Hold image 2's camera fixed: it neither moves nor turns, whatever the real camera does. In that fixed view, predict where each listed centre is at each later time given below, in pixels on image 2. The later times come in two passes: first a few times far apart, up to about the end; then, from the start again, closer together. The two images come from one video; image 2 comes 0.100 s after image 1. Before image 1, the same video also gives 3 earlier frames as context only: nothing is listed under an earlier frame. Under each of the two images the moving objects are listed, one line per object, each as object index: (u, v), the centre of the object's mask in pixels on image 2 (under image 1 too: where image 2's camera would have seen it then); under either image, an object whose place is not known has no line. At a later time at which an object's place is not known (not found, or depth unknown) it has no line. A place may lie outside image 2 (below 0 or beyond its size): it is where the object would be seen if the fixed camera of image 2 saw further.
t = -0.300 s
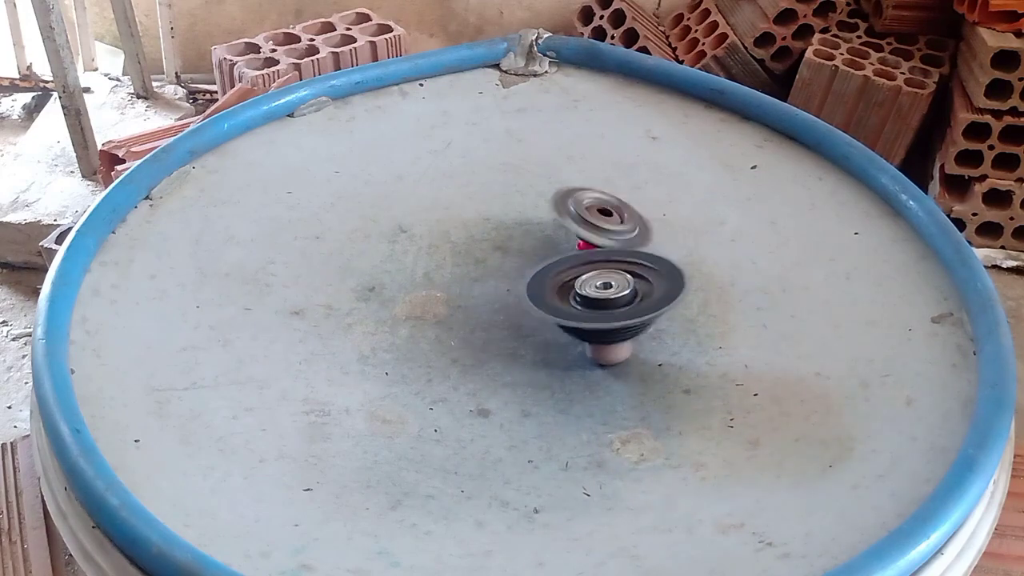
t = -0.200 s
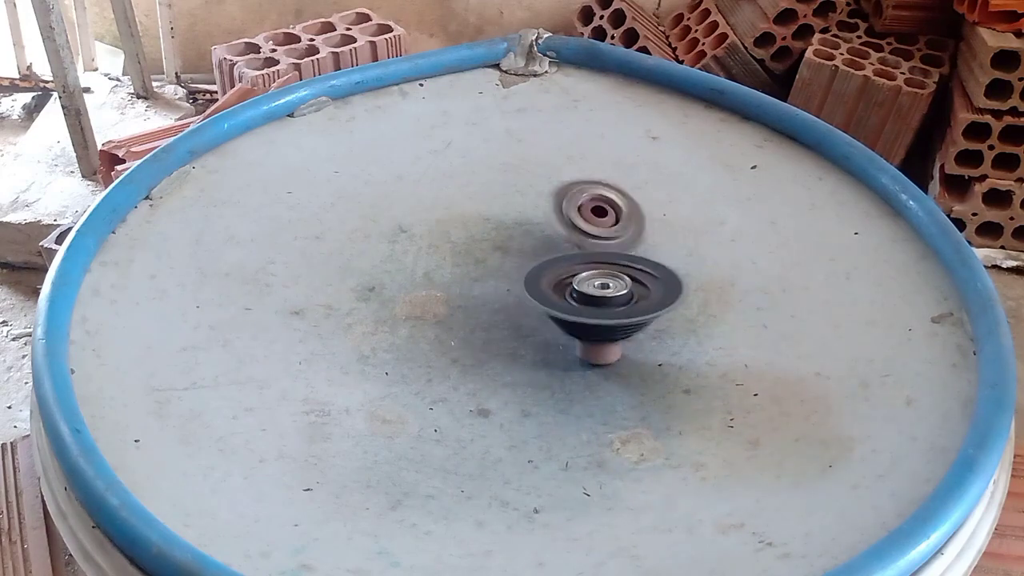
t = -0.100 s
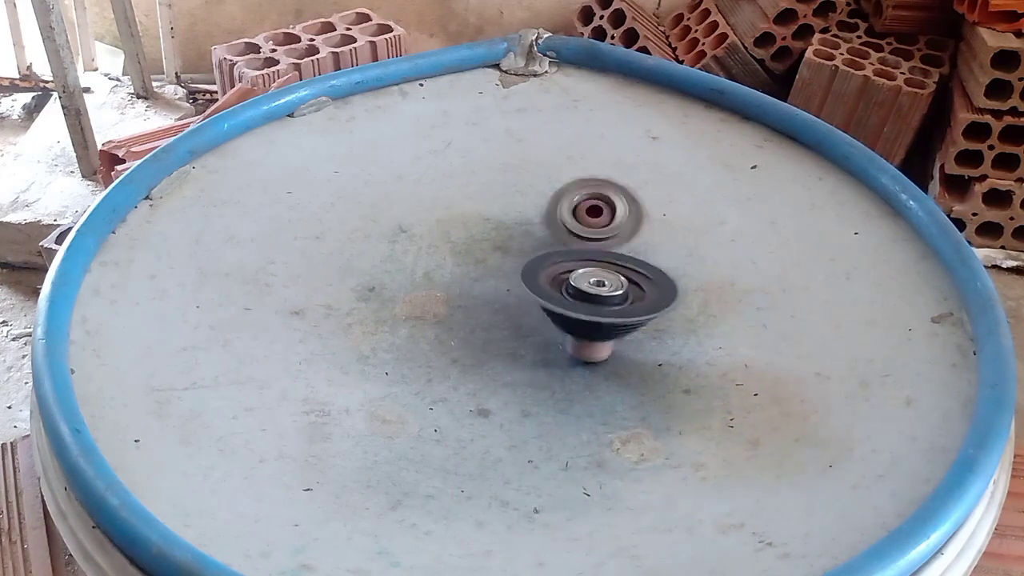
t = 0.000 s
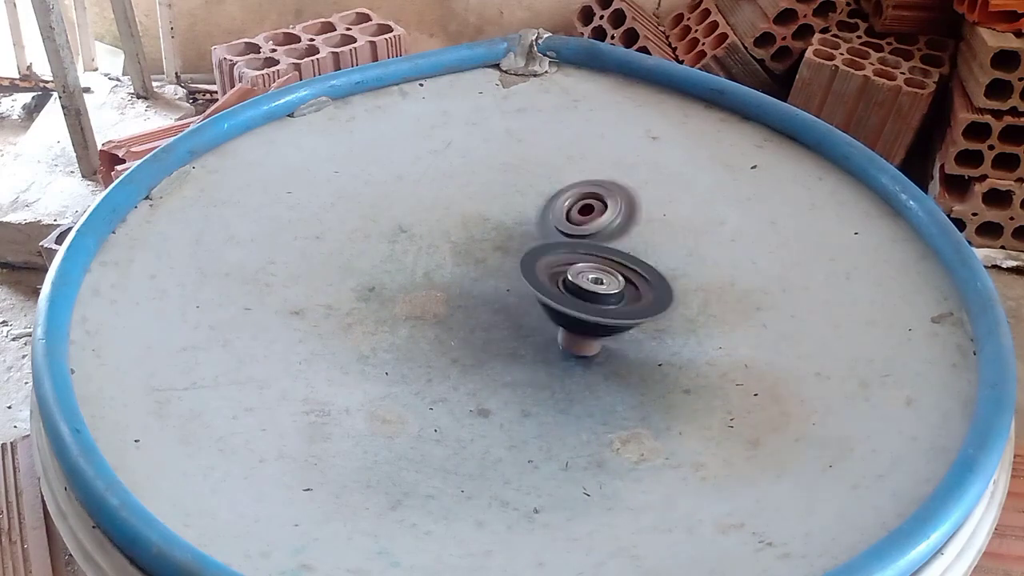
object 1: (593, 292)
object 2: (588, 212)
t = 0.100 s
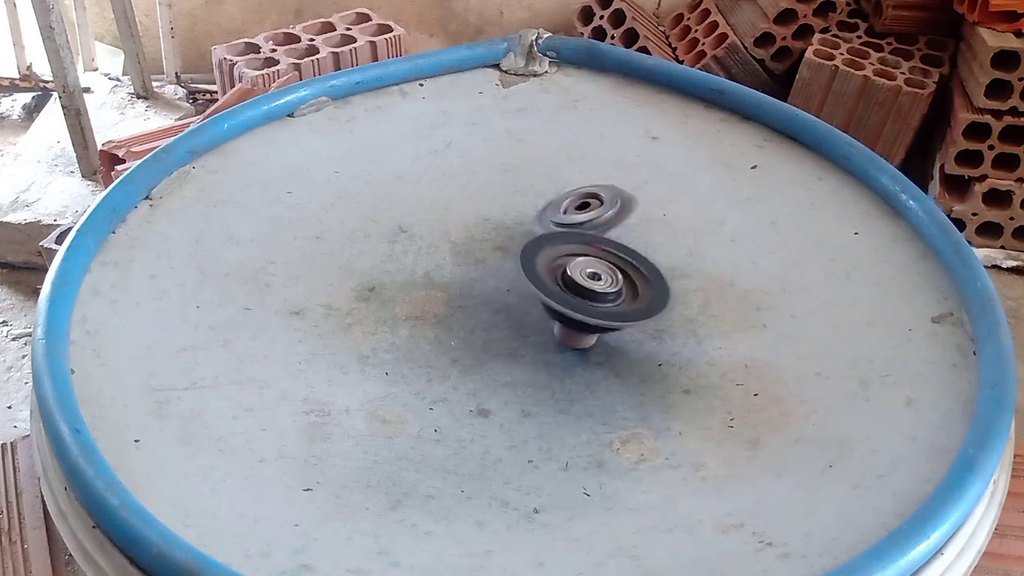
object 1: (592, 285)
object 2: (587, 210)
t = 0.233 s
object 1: (592, 273)
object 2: (585, 208)
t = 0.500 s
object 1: (604, 261)
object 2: (558, 196)
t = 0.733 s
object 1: (607, 259)
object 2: (554, 204)
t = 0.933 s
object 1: (611, 262)
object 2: (555, 208)
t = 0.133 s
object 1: (592, 282)
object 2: (586, 210)
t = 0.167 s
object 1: (592, 279)
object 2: (587, 209)
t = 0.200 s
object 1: (592, 276)
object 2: (583, 208)
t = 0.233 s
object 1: (592, 273)
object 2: (585, 208)
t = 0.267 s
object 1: (593, 271)
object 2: (582, 207)
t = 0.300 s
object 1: (594, 269)
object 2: (579, 206)
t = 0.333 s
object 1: (595, 266)
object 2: (573, 204)
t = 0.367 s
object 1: (596, 265)
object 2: (563, 202)
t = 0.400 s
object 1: (597, 263)
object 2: (560, 200)
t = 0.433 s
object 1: (599, 261)
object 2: (557, 198)
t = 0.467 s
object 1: (602, 260)
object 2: (557, 198)
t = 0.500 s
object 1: (604, 261)
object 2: (558, 196)
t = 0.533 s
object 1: (603, 259)
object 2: (556, 196)
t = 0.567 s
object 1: (604, 258)
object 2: (556, 196)
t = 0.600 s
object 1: (605, 257)
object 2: (558, 197)
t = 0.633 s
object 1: (608, 257)
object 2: (558, 197)
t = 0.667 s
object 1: (607, 258)
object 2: (555, 200)
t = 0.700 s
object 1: (606, 258)
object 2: (554, 202)
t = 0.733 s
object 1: (607, 259)
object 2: (554, 204)
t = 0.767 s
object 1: (610, 258)
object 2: (554, 205)
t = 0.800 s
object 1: (613, 258)
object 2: (554, 207)
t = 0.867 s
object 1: (616, 258)
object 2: (555, 207)
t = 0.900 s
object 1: (615, 259)
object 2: (555, 208)
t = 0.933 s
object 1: (611, 262)
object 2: (555, 208)
